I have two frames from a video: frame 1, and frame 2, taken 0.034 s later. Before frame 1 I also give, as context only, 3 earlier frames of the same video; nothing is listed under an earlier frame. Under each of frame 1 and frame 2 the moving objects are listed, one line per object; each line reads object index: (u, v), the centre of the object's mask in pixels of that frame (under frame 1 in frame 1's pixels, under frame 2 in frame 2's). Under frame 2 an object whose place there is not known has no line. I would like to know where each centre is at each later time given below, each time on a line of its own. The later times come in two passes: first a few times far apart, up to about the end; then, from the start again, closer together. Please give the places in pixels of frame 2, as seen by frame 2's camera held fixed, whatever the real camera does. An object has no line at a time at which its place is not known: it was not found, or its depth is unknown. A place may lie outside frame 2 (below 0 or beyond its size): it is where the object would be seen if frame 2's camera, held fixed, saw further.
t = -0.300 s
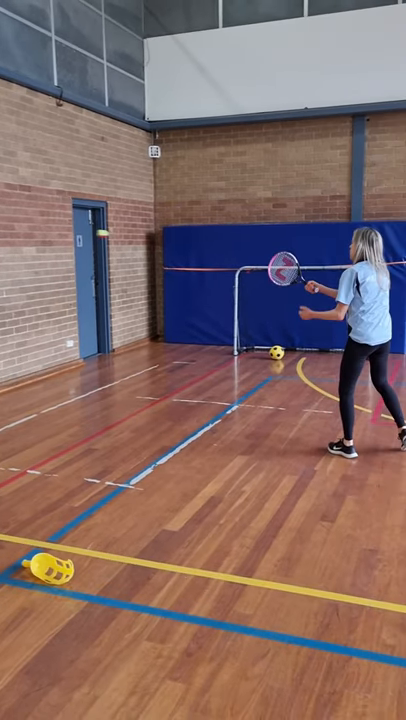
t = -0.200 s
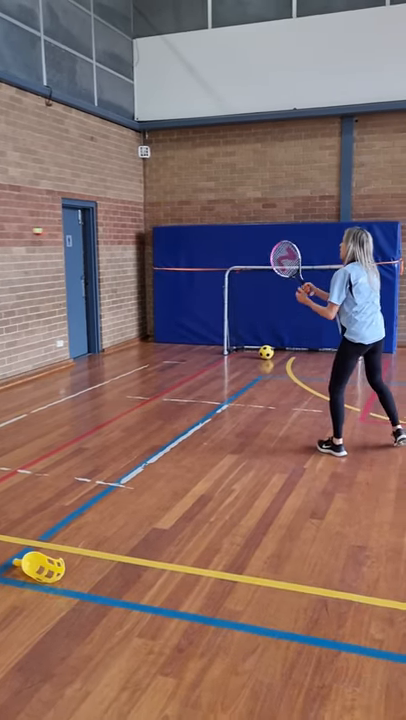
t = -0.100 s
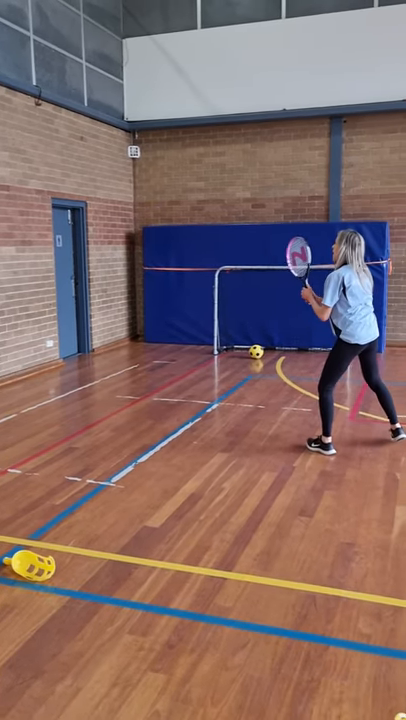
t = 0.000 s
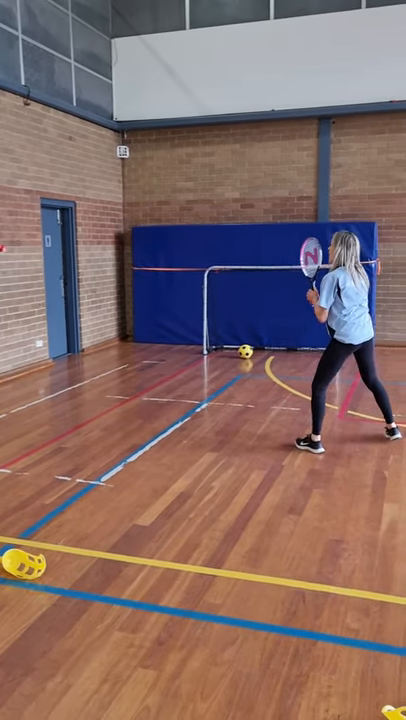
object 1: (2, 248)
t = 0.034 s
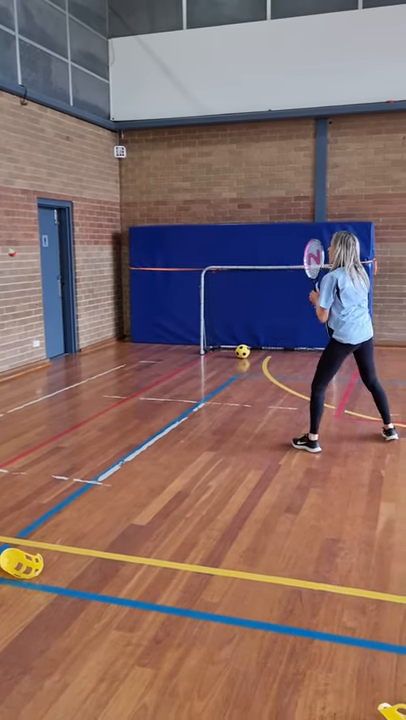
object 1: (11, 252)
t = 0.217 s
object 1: (88, 300)
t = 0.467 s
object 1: (185, 385)
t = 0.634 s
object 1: (223, 339)
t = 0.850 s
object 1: (276, 322)
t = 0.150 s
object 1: (60, 279)
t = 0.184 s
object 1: (74, 288)
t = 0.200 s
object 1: (81, 293)
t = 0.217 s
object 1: (88, 300)
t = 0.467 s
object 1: (185, 385)
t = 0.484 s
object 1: (189, 379)
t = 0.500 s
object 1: (193, 373)
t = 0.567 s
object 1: (208, 354)
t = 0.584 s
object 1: (211, 350)
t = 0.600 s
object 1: (216, 346)
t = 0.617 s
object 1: (219, 342)
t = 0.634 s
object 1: (223, 339)
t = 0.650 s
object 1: (227, 336)
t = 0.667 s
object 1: (231, 333)
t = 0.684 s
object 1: (235, 331)
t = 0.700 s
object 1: (239, 329)
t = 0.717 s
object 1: (244, 327)
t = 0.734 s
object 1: (247, 325)
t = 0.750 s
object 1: (251, 324)
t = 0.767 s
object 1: (256, 323)
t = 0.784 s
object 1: (259, 322)
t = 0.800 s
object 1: (263, 321)
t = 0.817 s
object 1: (268, 321)
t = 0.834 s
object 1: (272, 321)
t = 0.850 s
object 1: (276, 322)
